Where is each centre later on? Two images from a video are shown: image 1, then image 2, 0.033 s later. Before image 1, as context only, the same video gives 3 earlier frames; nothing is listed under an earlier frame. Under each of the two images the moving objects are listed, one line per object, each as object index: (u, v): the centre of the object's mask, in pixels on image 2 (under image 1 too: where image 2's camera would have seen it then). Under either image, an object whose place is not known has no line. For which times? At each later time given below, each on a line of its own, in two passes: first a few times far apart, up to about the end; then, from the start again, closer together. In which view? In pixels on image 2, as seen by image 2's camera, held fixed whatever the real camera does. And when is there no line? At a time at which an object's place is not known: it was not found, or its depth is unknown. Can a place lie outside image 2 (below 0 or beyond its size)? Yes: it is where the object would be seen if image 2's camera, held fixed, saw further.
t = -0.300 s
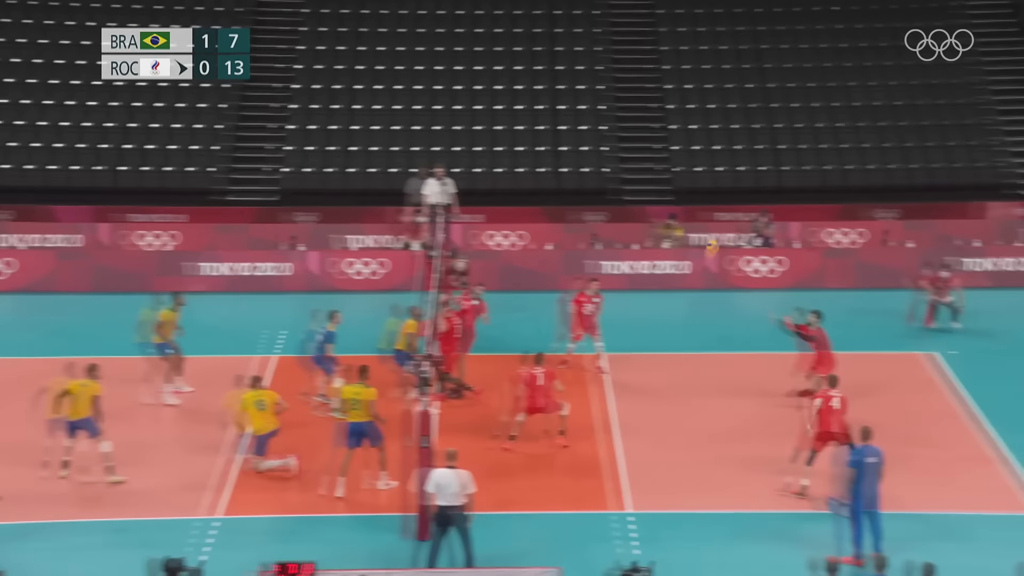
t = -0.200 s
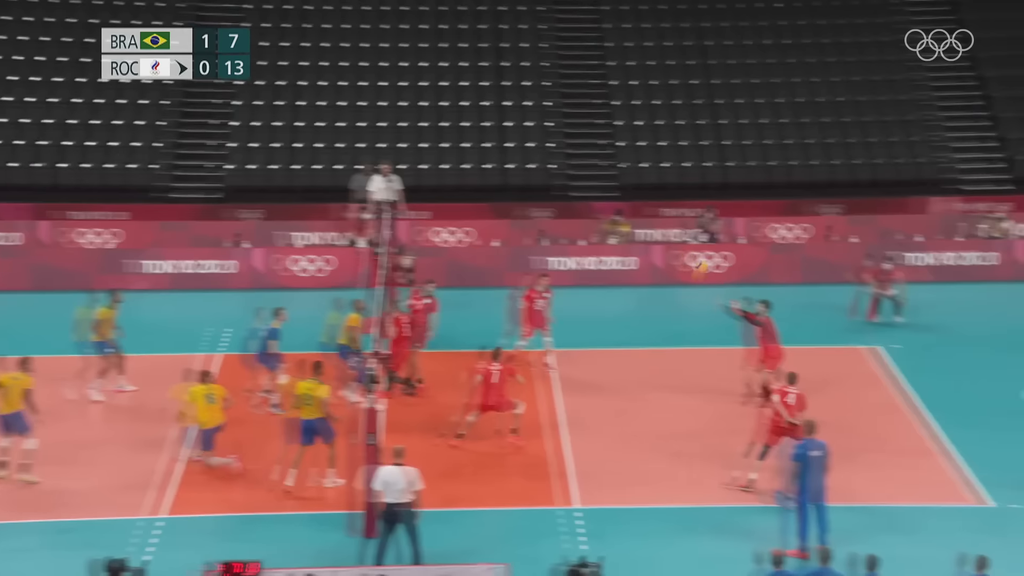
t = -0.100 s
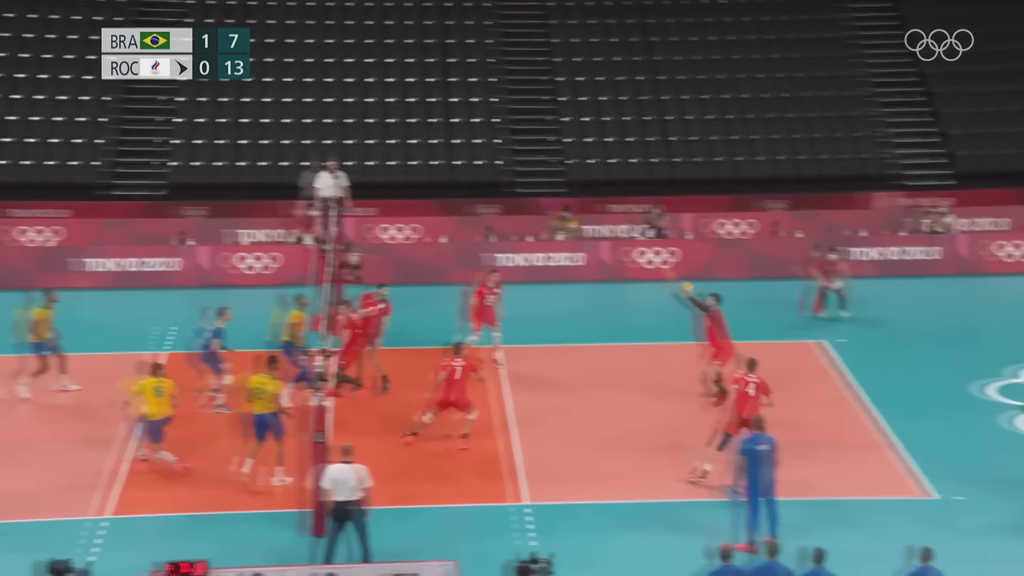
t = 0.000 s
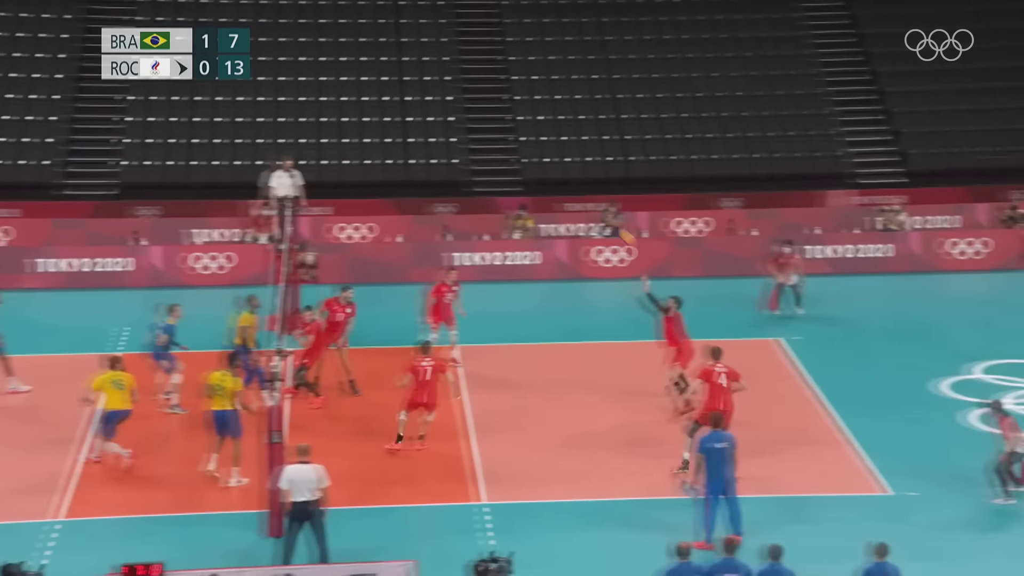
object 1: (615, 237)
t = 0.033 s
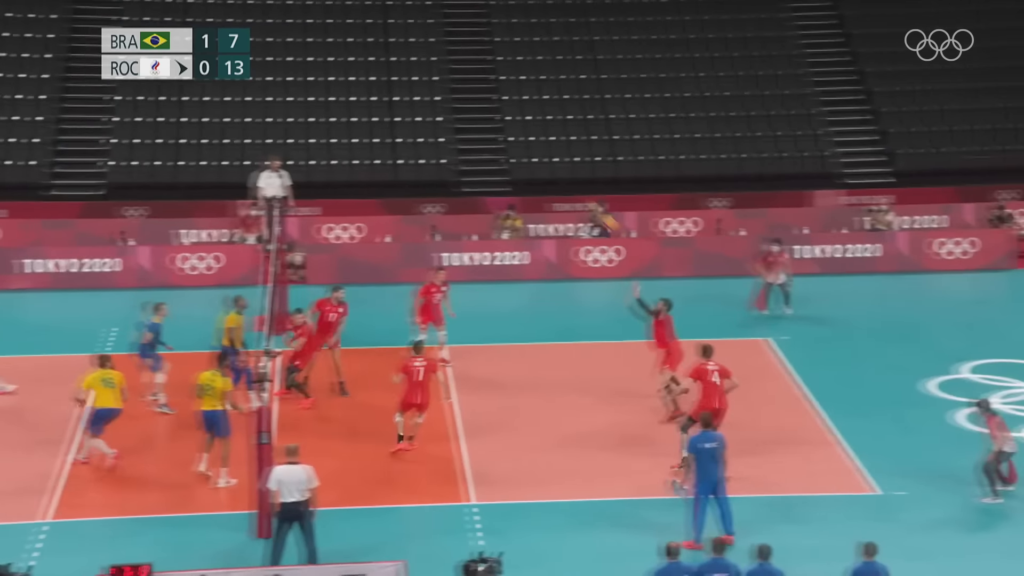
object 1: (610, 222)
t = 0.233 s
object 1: (570, 143)
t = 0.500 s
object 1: (517, 77)
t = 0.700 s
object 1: (478, 57)
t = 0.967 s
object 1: (431, 68)
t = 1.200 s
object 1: (394, 112)
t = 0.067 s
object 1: (597, 200)
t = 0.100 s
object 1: (597, 193)
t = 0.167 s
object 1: (583, 166)
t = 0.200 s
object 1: (577, 154)
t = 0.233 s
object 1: (570, 143)
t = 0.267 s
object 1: (563, 132)
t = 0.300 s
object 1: (556, 122)
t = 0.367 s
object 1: (543, 104)
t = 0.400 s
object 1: (537, 96)
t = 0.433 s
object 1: (530, 90)
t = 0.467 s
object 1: (523, 83)
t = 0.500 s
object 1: (517, 77)
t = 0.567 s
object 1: (503, 67)
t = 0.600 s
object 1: (497, 64)
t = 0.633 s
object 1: (491, 60)
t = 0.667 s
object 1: (484, 58)
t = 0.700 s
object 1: (478, 57)
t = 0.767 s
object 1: (466, 56)
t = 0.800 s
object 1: (460, 56)
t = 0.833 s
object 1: (454, 57)
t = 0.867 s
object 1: (448, 59)
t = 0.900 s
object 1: (442, 61)
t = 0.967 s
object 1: (431, 68)
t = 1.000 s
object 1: (426, 72)
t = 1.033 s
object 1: (421, 78)
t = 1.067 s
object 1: (415, 83)
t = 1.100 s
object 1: (409, 89)
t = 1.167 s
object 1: (399, 105)
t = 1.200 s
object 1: (394, 112)
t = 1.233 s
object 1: (389, 121)
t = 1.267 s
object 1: (383, 130)
